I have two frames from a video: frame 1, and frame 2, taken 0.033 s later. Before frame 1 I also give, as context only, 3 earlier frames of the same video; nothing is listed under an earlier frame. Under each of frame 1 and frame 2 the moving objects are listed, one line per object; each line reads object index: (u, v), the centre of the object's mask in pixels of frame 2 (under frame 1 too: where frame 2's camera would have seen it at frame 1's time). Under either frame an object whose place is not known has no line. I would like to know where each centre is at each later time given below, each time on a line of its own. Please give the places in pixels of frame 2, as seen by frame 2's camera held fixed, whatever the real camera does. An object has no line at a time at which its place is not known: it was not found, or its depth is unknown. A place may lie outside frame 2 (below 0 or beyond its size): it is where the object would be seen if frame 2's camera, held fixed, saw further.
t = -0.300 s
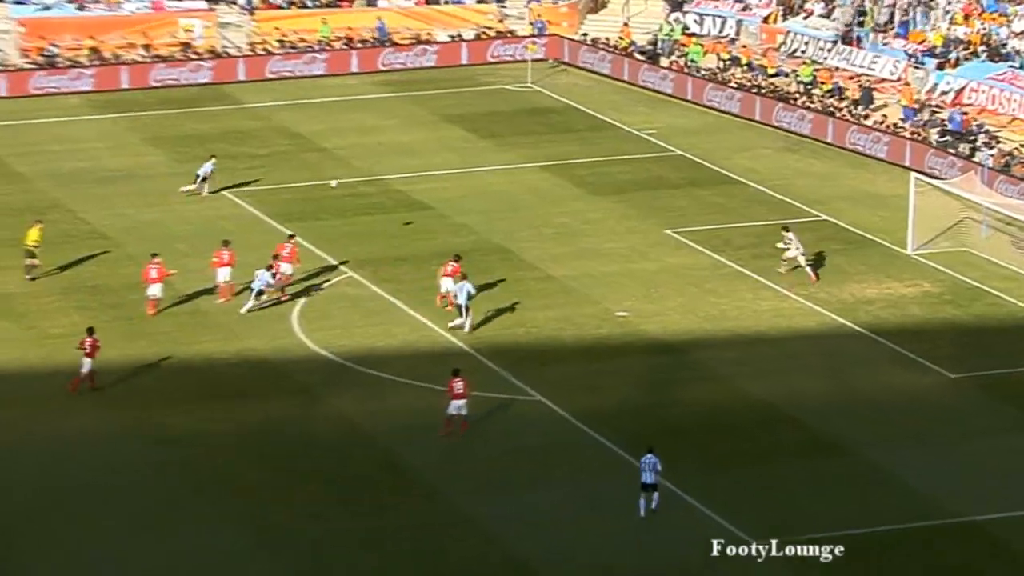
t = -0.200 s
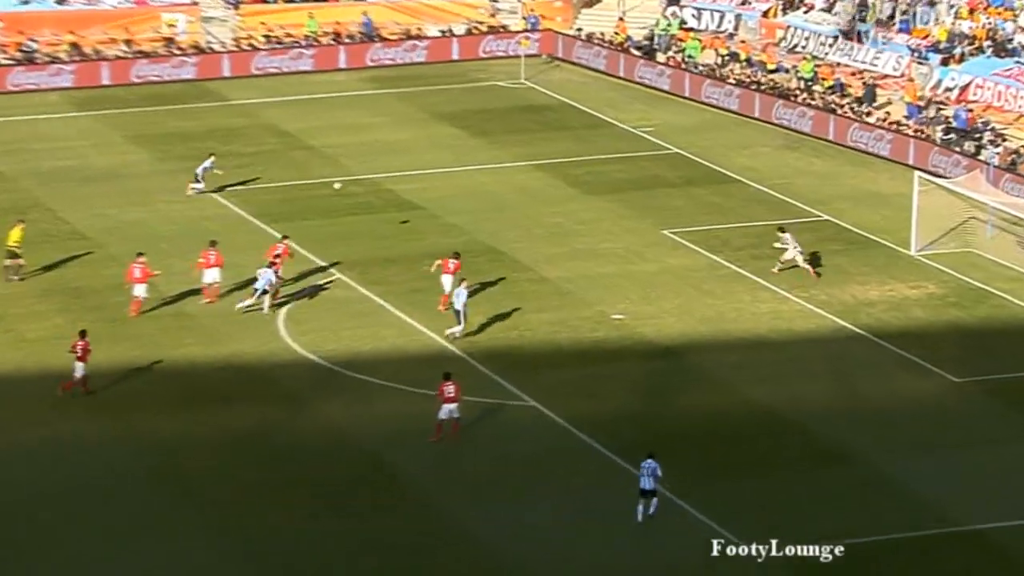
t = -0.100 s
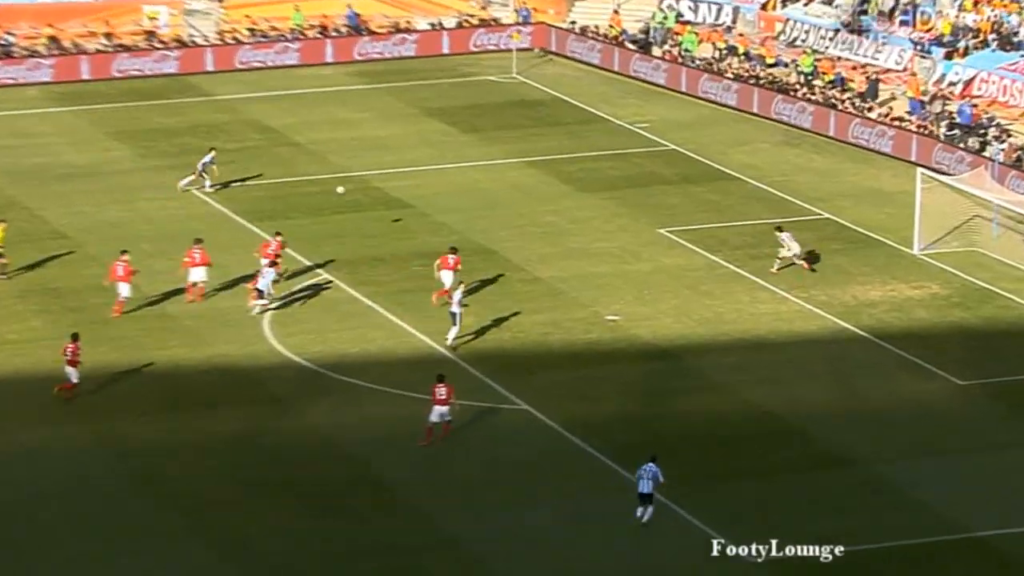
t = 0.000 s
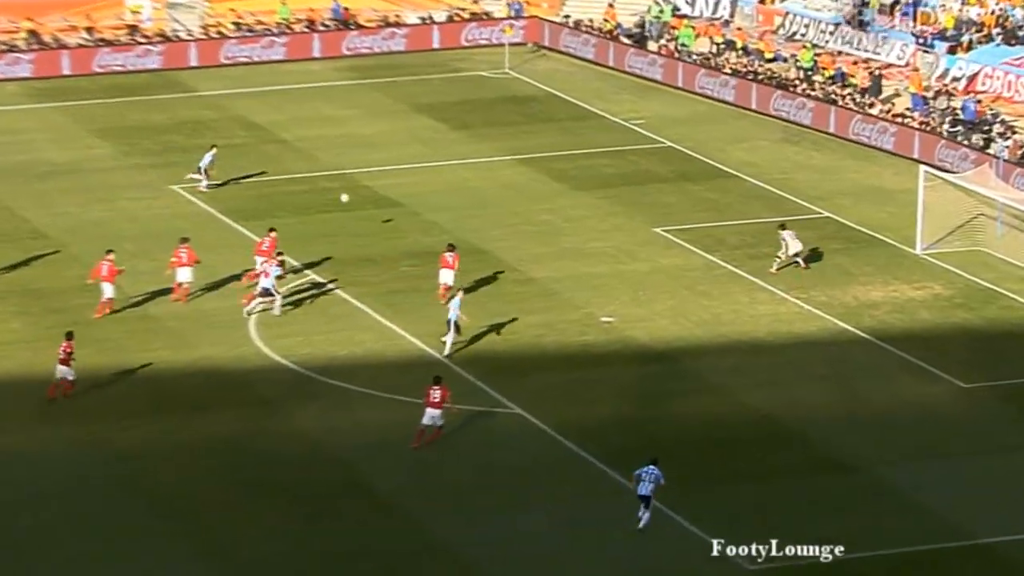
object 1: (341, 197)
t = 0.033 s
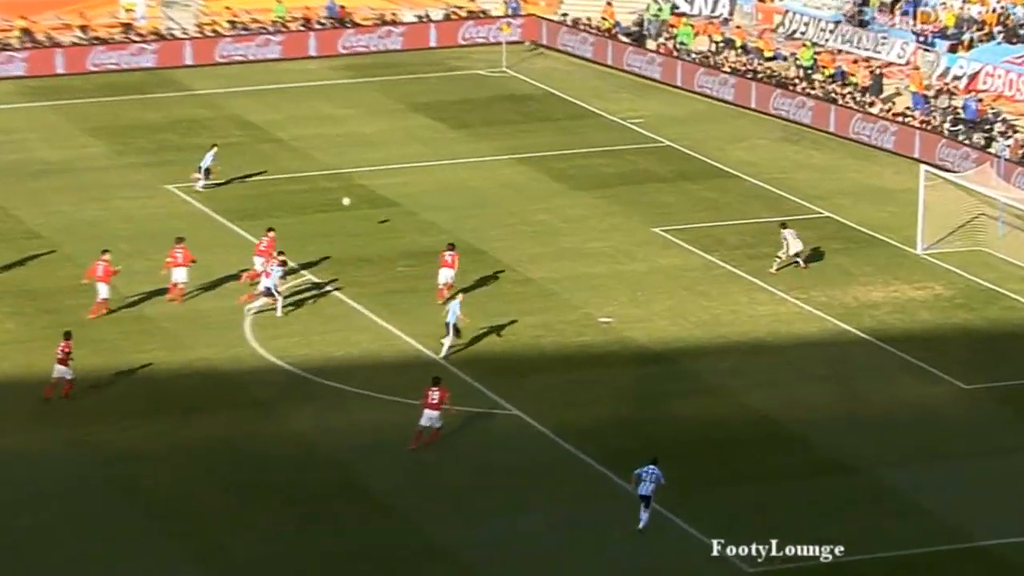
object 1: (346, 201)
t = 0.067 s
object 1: (351, 206)
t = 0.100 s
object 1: (356, 210)
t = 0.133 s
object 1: (361, 215)
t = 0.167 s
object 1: (366, 220)
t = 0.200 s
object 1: (370, 224)
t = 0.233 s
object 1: (374, 221)
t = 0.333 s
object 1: (384, 205)
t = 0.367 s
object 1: (387, 200)
